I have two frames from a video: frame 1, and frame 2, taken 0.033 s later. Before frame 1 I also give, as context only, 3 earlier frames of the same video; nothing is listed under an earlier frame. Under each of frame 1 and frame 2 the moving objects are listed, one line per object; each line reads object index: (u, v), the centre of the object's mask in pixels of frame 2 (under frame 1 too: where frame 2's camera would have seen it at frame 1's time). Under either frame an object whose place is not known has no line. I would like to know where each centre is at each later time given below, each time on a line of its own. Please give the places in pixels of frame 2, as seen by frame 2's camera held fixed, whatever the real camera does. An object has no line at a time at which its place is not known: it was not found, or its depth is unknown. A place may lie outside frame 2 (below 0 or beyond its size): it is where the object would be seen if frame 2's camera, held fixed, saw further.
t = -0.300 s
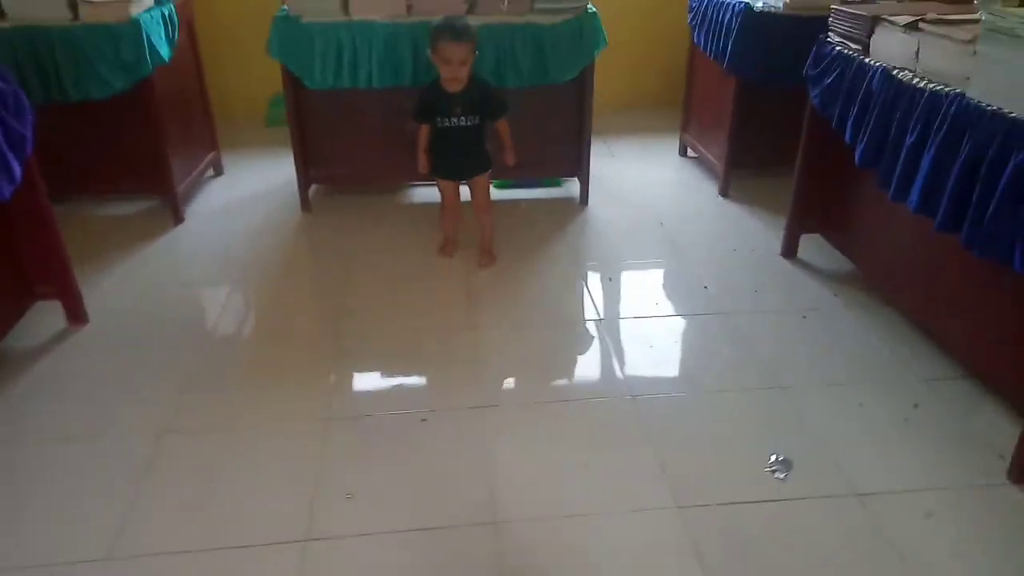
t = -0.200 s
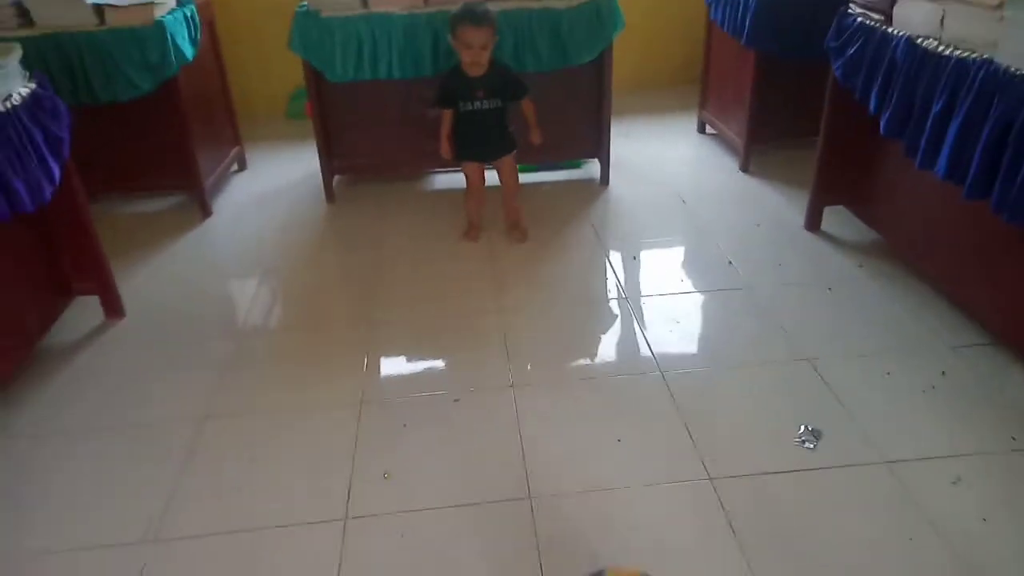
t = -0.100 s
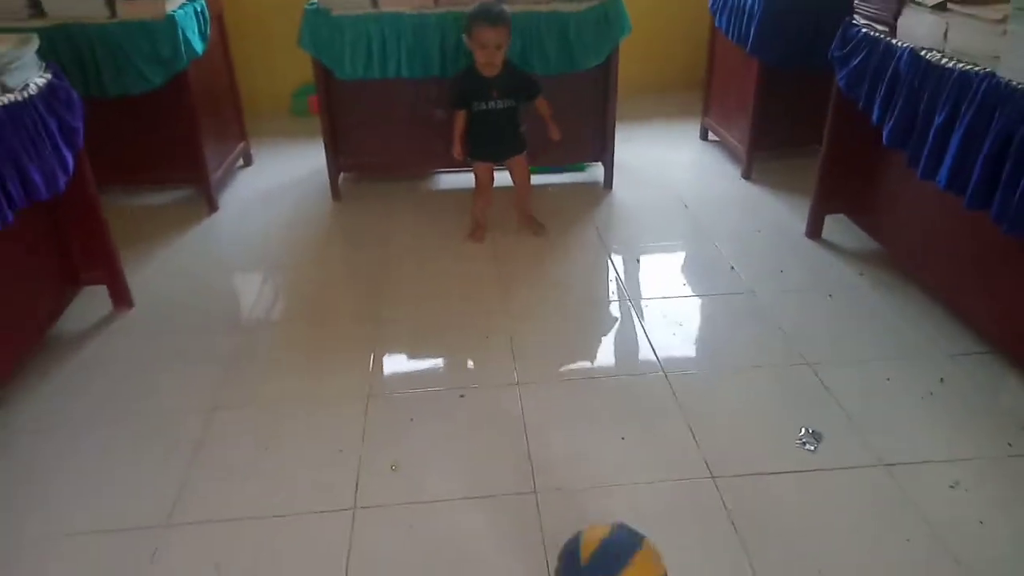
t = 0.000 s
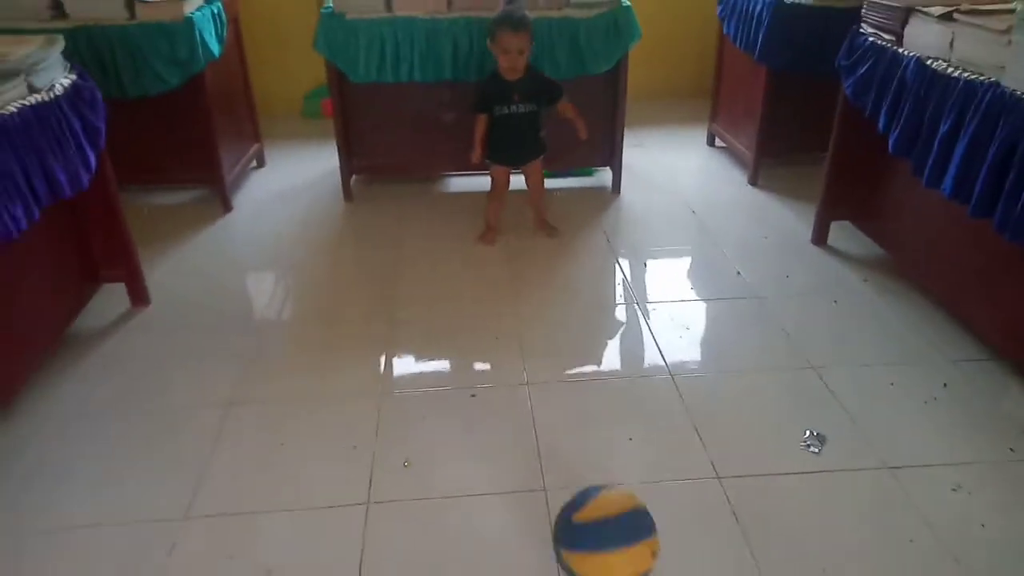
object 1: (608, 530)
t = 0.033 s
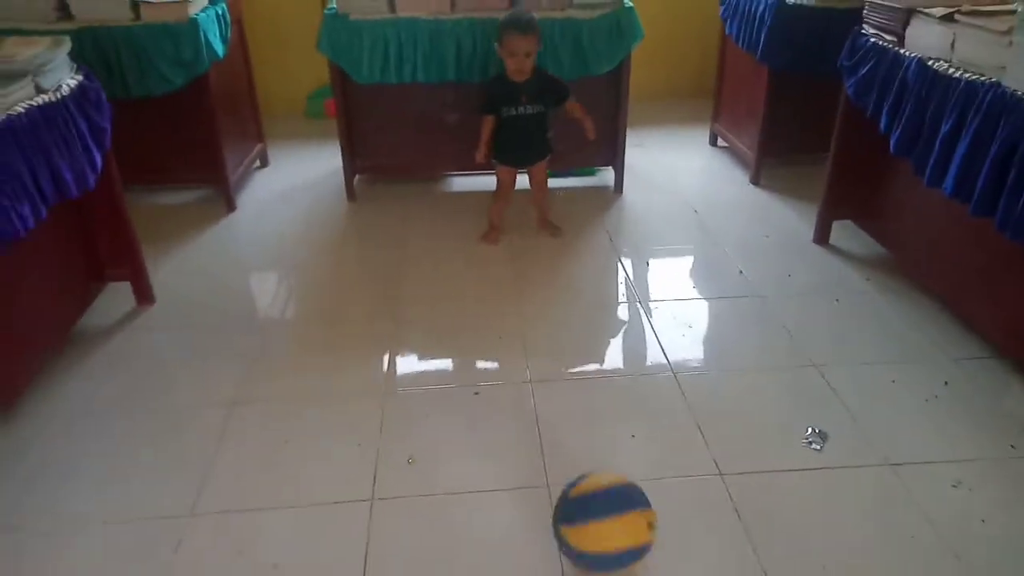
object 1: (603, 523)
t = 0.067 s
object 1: (599, 513)
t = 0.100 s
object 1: (594, 501)
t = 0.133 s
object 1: (591, 489)
